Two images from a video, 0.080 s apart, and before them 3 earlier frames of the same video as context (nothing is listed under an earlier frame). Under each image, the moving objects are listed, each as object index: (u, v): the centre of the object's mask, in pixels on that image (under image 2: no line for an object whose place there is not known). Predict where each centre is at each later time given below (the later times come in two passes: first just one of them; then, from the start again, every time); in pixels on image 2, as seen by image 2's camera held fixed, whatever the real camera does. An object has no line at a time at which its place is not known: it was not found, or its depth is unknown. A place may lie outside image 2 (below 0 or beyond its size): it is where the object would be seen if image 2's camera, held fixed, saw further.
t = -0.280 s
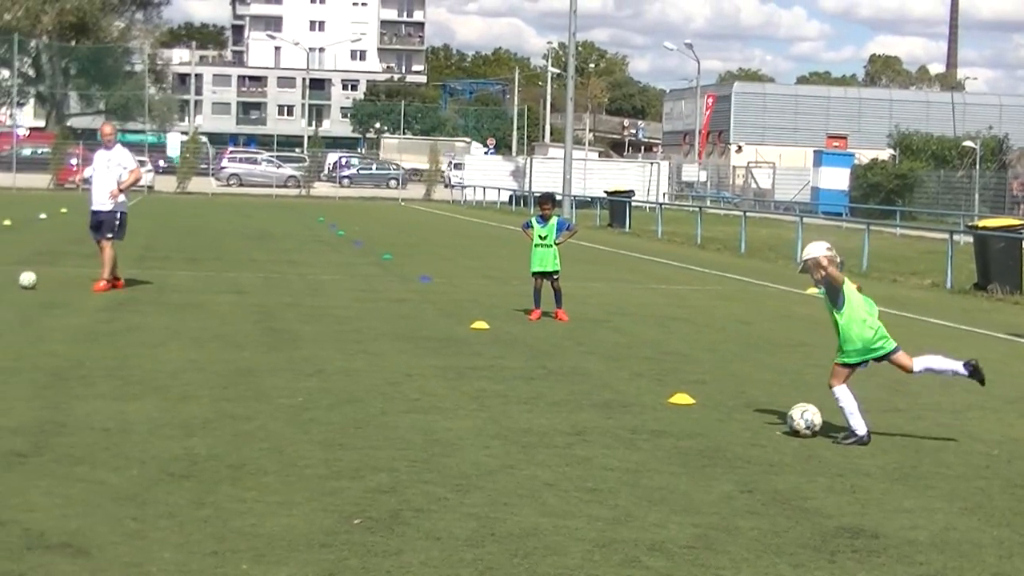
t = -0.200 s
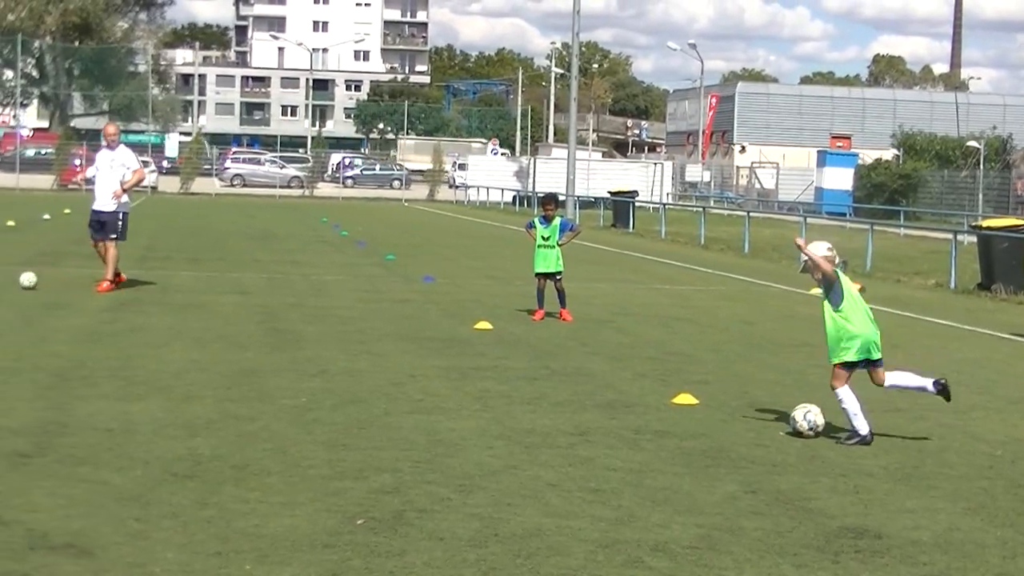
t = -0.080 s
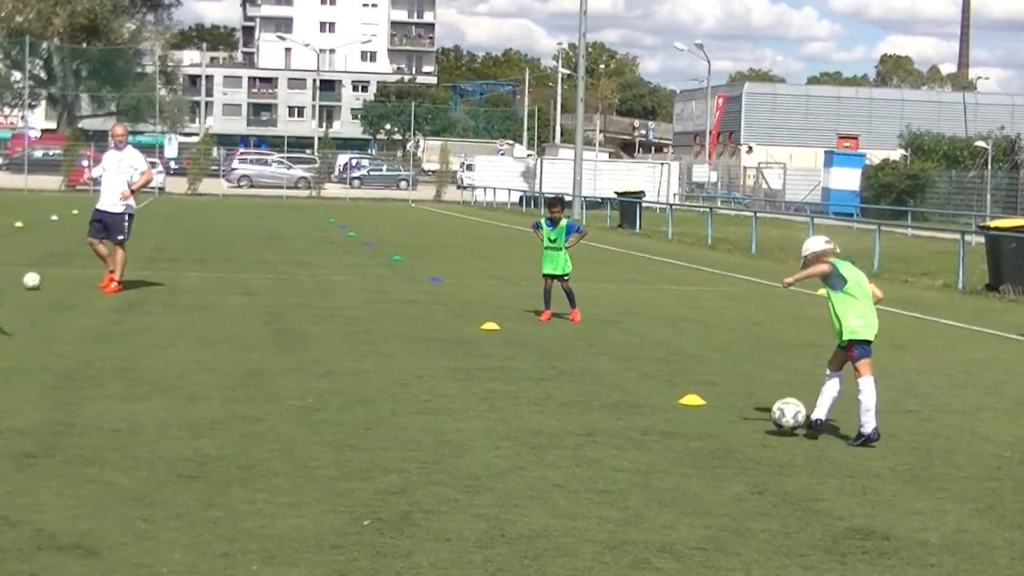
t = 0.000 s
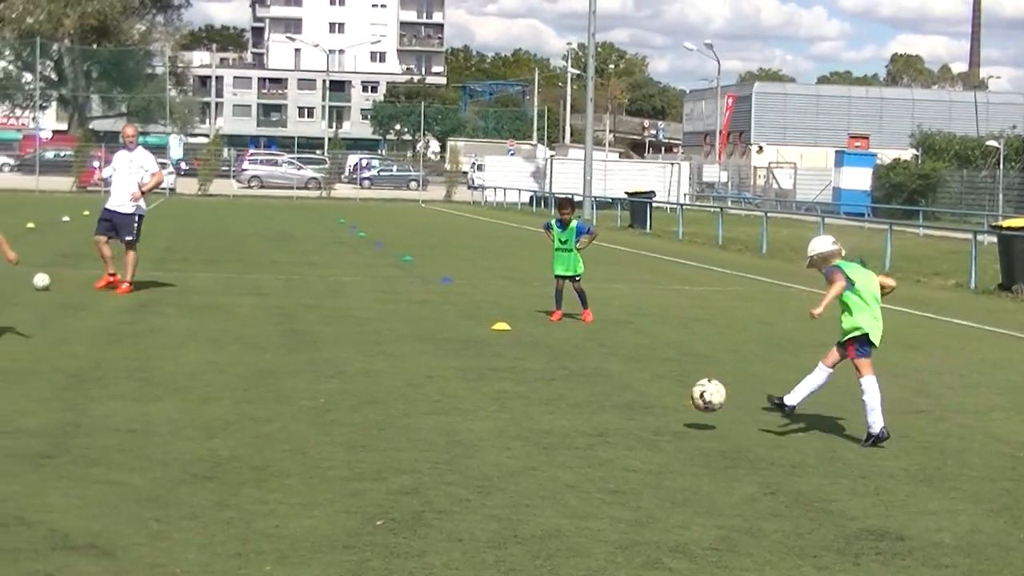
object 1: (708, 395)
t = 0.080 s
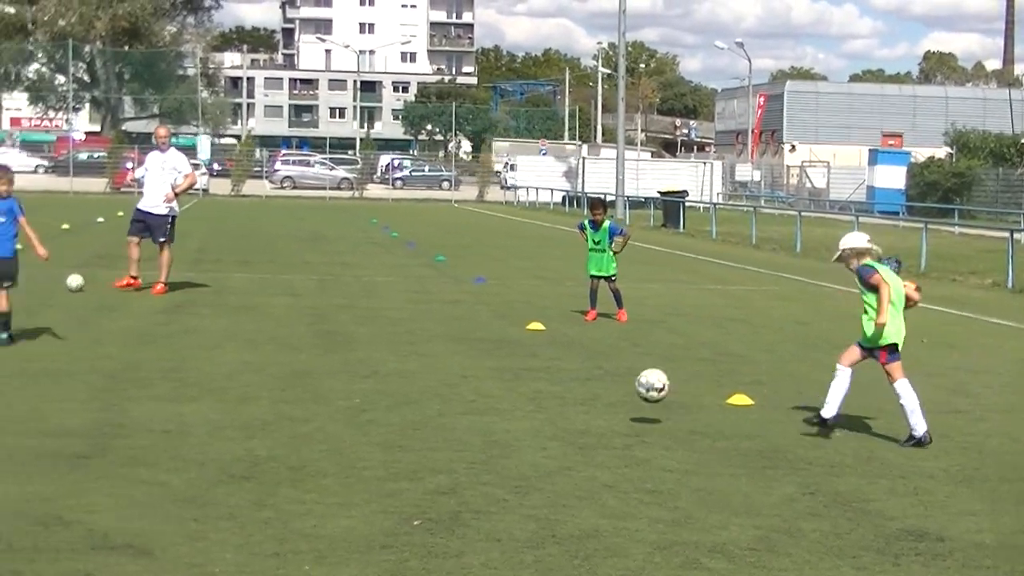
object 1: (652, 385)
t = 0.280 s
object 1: (436, 396)
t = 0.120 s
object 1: (607, 385)
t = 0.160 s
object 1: (562, 386)
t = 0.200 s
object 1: (518, 391)
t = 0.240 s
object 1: (473, 399)
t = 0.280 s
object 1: (436, 396)
